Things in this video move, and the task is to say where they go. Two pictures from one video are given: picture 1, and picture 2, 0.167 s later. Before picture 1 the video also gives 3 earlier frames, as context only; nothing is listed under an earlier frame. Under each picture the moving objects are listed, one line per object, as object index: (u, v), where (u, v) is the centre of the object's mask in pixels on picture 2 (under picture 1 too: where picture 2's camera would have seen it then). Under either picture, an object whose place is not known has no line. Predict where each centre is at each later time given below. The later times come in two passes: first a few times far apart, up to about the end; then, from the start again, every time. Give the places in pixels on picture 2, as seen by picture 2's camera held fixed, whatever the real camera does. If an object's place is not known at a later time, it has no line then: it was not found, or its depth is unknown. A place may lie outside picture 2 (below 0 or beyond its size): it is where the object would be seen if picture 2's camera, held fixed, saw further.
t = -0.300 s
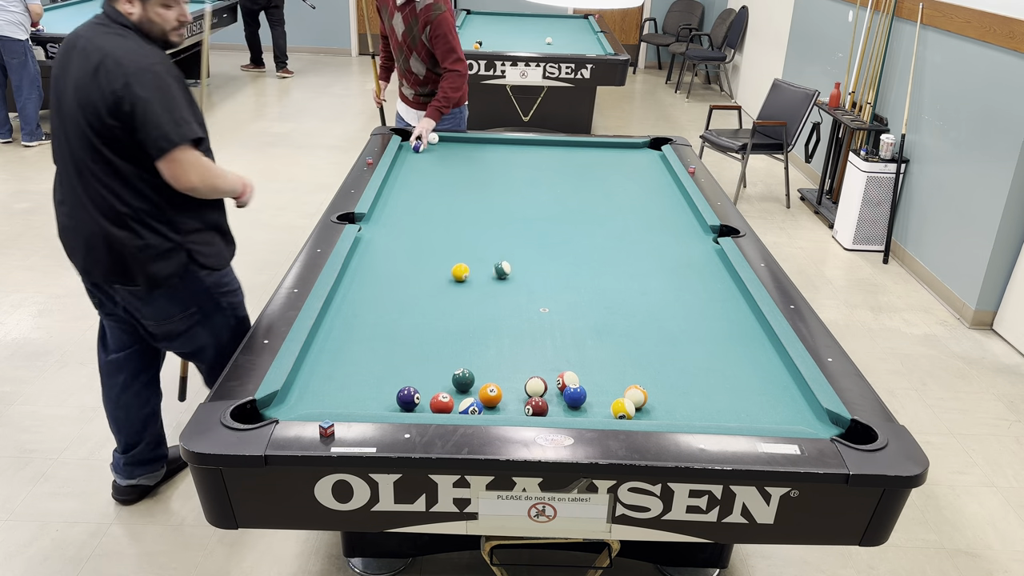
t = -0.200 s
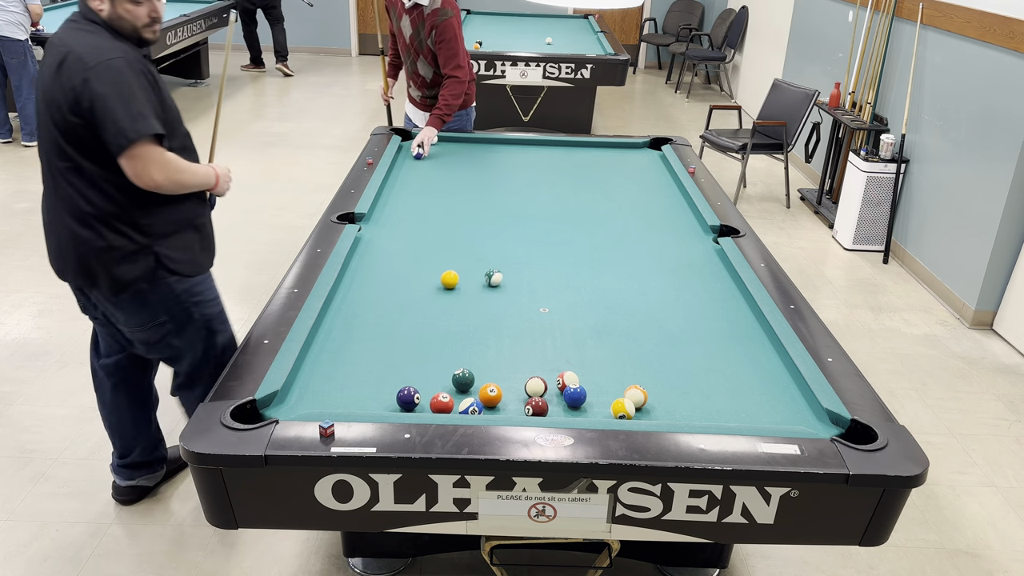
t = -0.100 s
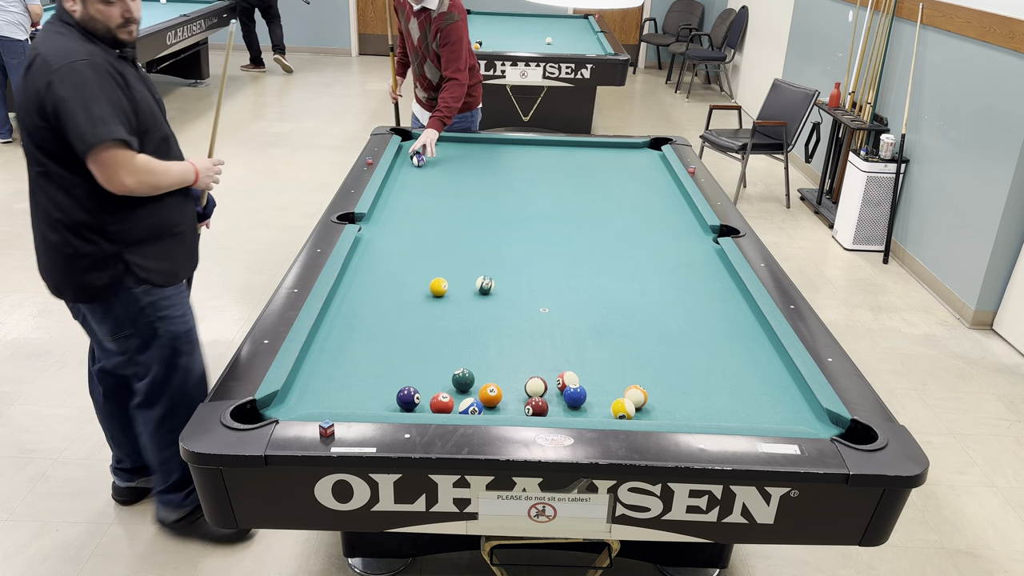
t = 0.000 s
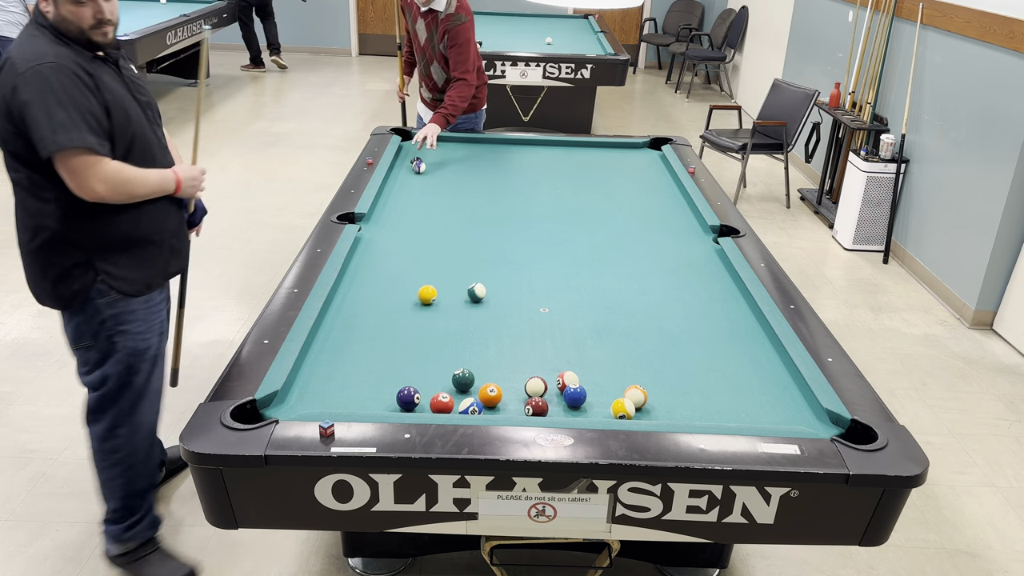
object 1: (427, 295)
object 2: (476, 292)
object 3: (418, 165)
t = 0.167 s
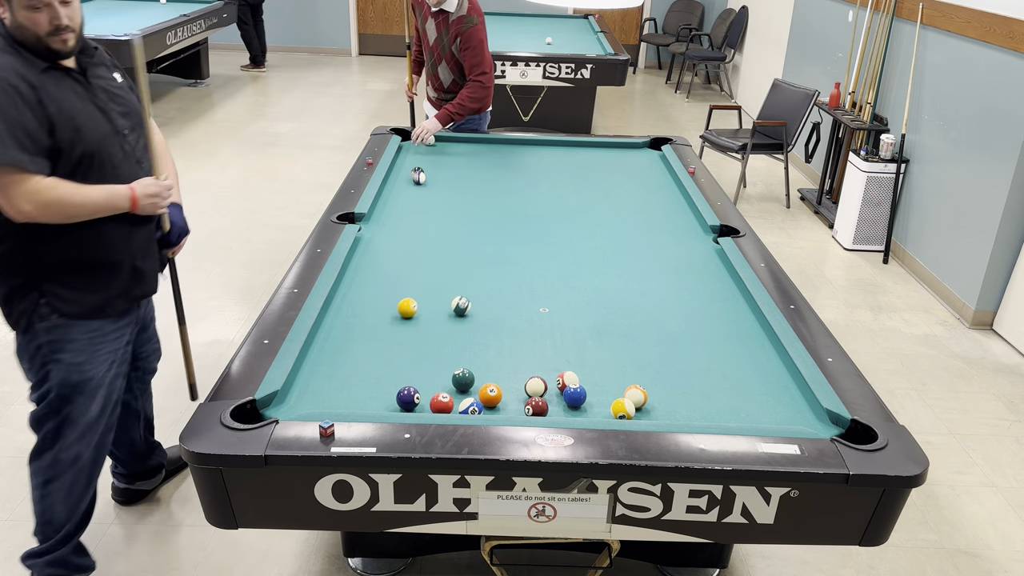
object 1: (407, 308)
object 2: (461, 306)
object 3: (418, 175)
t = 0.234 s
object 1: (399, 313)
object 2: (455, 311)
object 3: (418, 180)
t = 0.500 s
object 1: (365, 336)
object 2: (428, 335)
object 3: (418, 199)
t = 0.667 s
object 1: (342, 352)
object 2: (410, 351)
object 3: (419, 211)
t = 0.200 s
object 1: (403, 310)
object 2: (458, 309)
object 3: (418, 178)
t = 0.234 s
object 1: (399, 313)
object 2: (455, 311)
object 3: (418, 180)
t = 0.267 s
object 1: (395, 316)
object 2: (452, 314)
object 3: (418, 182)
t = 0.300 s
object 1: (391, 319)
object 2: (448, 317)
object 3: (418, 184)
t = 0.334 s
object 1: (386, 322)
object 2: (445, 320)
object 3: (418, 187)
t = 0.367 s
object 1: (382, 325)
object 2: (442, 323)
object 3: (418, 189)
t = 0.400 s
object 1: (378, 328)
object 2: (438, 326)
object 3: (418, 191)
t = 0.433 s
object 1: (373, 331)
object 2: (435, 329)
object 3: (418, 194)
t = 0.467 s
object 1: (369, 333)
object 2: (431, 332)
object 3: (418, 196)
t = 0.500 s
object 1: (365, 336)
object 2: (428, 335)
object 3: (418, 199)
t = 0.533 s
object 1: (360, 339)
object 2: (425, 338)
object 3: (419, 201)
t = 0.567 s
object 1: (355, 343)
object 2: (422, 341)
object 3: (419, 203)
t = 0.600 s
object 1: (351, 346)
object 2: (418, 344)
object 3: (419, 206)
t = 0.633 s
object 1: (346, 349)
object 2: (414, 347)
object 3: (419, 208)
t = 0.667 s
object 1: (342, 352)
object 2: (410, 351)
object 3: (419, 211)
